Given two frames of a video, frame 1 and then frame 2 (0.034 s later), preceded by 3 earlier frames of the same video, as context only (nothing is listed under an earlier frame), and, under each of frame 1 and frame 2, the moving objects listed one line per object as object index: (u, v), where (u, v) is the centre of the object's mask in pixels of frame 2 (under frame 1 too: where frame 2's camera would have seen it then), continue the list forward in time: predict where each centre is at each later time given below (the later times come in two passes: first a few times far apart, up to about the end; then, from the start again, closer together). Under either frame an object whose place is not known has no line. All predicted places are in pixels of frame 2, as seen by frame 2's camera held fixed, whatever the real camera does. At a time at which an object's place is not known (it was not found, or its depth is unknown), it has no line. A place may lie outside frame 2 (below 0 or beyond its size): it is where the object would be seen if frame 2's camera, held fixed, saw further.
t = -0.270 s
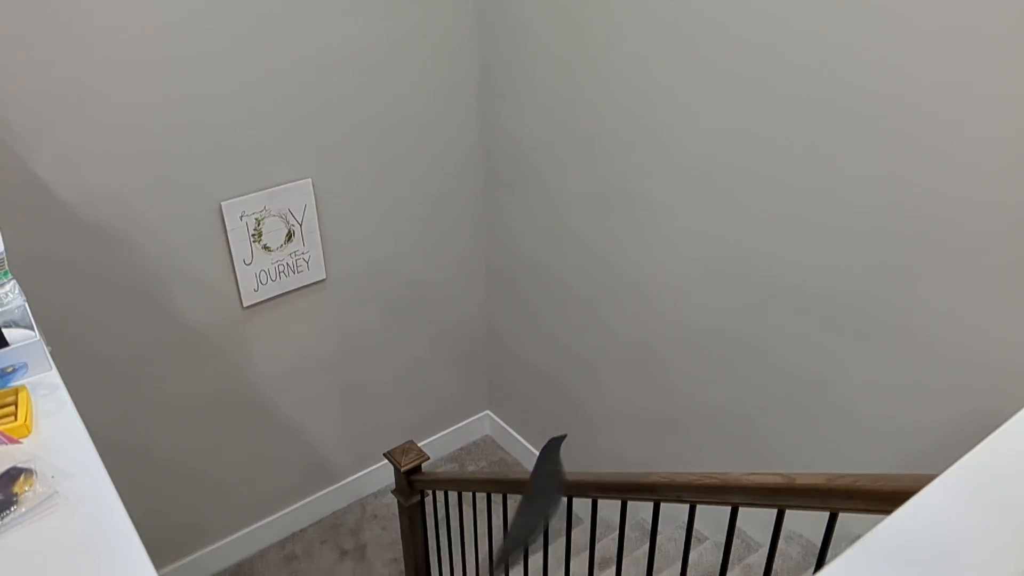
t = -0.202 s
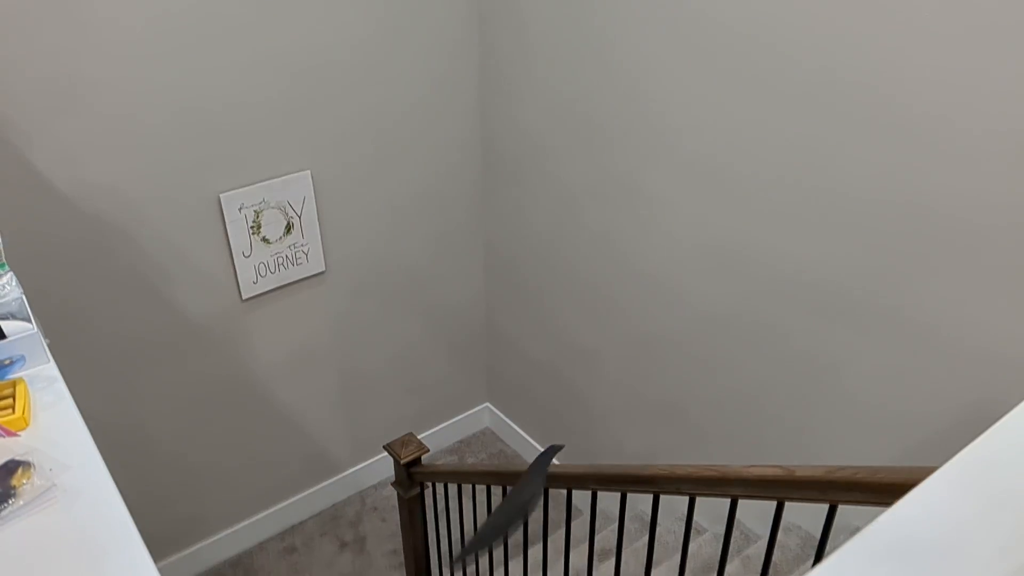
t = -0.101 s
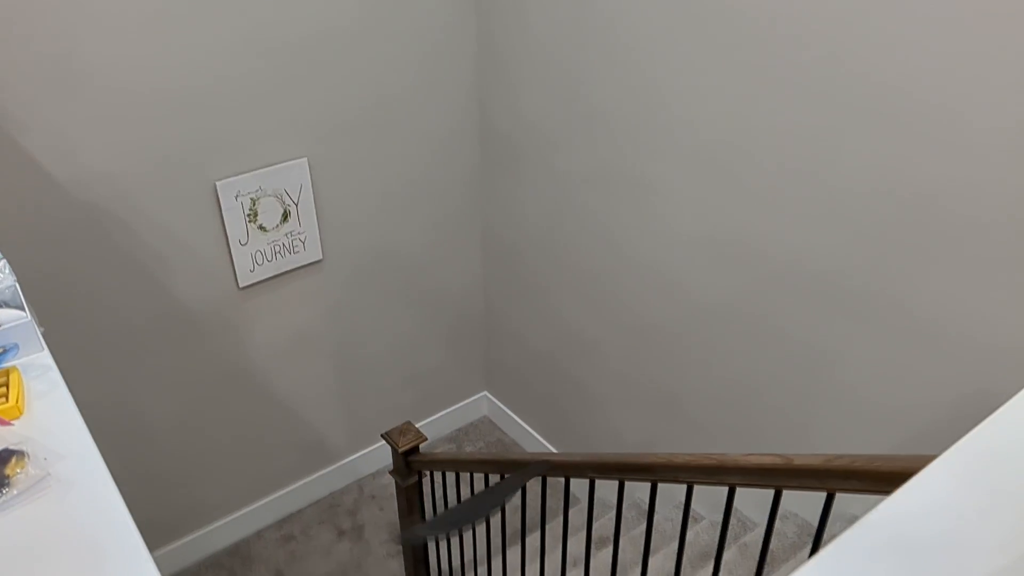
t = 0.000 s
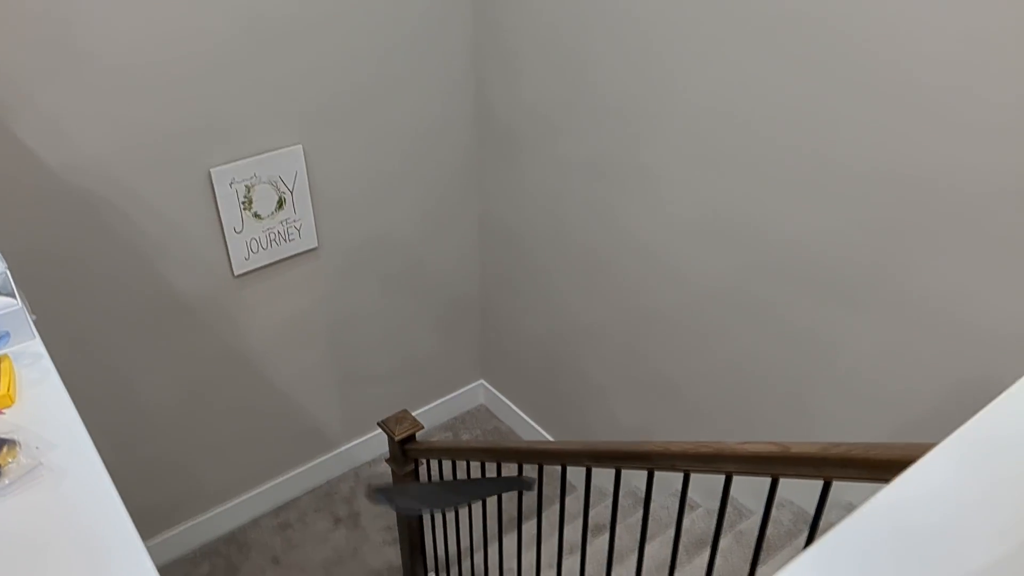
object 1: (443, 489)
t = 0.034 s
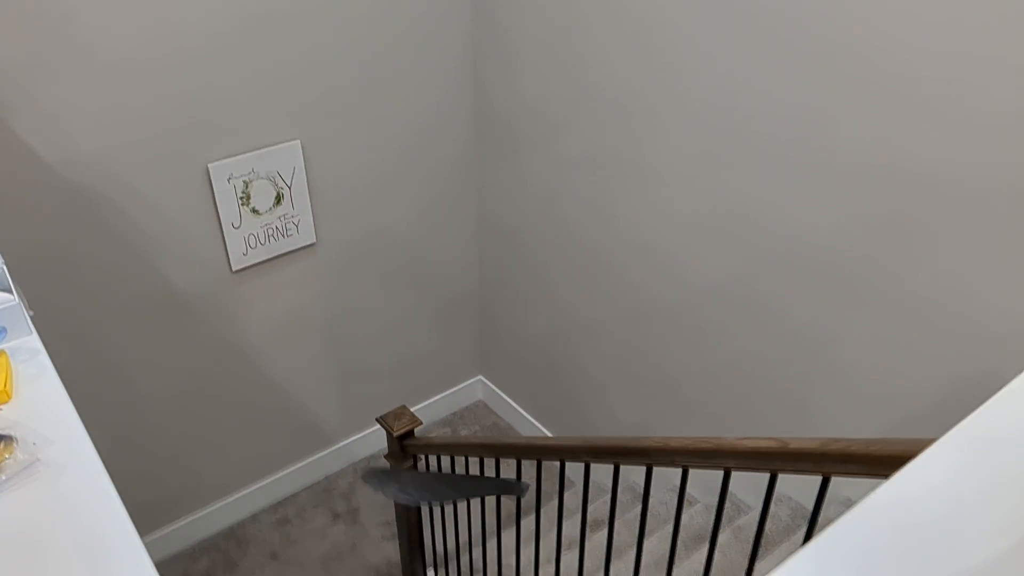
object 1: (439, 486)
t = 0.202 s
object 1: (429, 469)
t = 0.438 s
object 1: (451, 493)
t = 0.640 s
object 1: (430, 559)
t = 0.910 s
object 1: (352, 571)
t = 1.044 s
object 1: (359, 563)
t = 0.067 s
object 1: (433, 482)
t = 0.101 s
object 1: (432, 480)
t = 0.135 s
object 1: (430, 477)
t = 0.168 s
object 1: (429, 472)
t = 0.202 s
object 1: (429, 469)
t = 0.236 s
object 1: (433, 469)
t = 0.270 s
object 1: (436, 469)
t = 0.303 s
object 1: (438, 469)
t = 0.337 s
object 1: (444, 468)
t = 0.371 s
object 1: (448, 474)
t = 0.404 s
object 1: (452, 480)
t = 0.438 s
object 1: (451, 493)
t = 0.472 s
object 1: (452, 502)
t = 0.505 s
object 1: (451, 513)
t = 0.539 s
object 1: (449, 525)
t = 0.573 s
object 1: (445, 536)
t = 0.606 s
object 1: (439, 548)
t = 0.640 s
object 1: (430, 559)
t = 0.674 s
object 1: (421, 567)
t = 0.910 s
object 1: (352, 571)
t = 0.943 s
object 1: (356, 571)
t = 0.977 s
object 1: (355, 567)
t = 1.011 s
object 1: (356, 565)
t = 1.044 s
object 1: (359, 563)
